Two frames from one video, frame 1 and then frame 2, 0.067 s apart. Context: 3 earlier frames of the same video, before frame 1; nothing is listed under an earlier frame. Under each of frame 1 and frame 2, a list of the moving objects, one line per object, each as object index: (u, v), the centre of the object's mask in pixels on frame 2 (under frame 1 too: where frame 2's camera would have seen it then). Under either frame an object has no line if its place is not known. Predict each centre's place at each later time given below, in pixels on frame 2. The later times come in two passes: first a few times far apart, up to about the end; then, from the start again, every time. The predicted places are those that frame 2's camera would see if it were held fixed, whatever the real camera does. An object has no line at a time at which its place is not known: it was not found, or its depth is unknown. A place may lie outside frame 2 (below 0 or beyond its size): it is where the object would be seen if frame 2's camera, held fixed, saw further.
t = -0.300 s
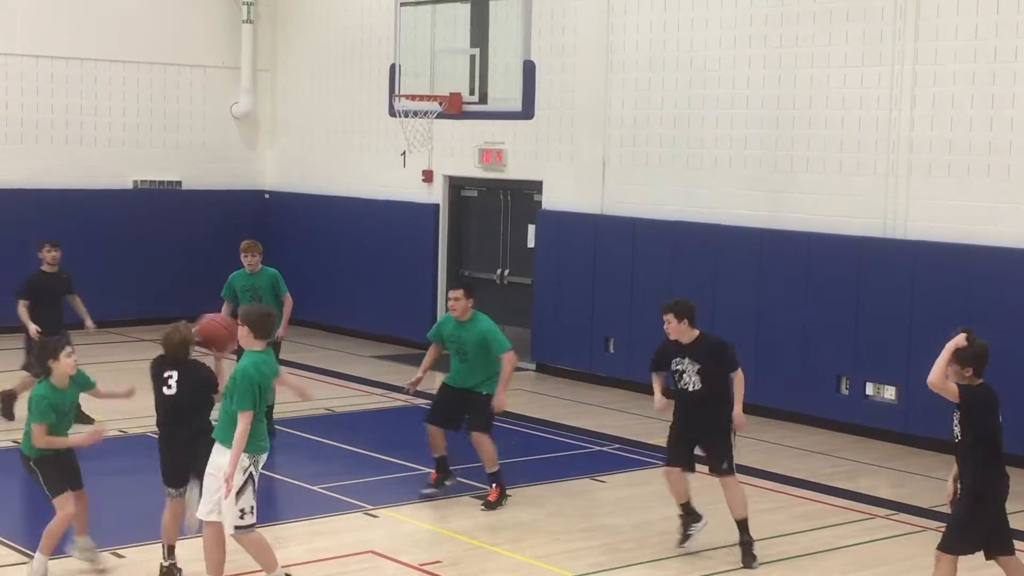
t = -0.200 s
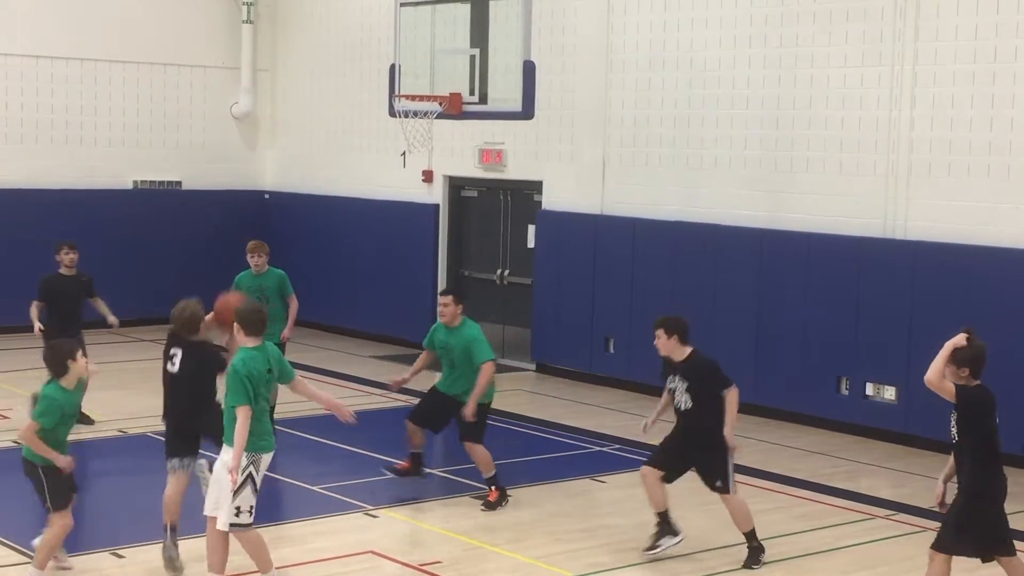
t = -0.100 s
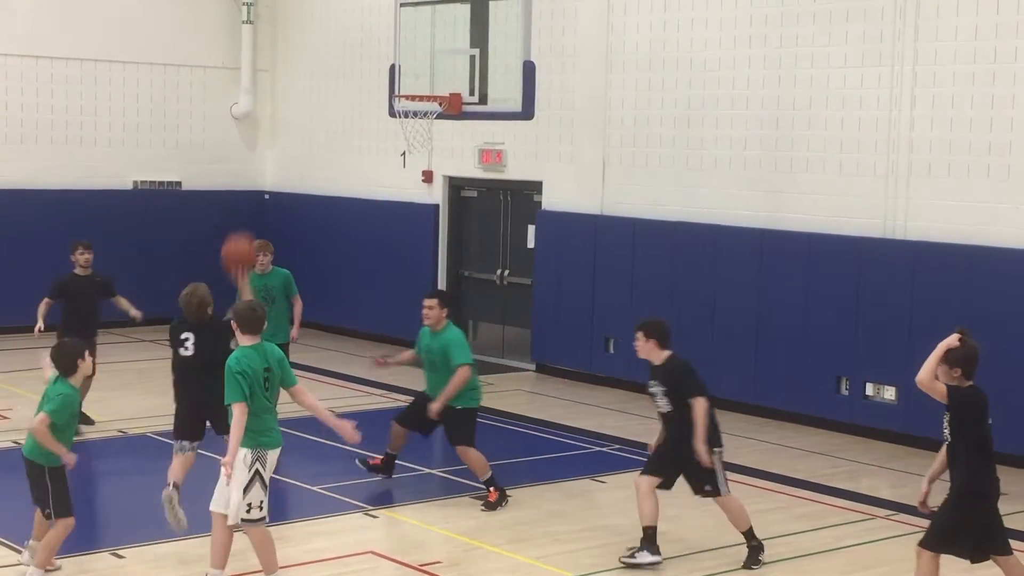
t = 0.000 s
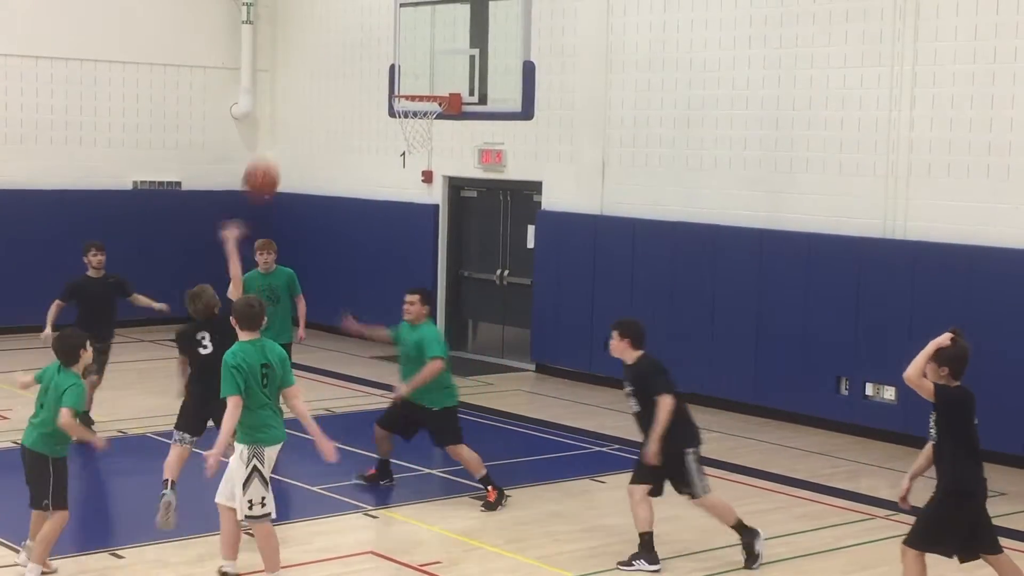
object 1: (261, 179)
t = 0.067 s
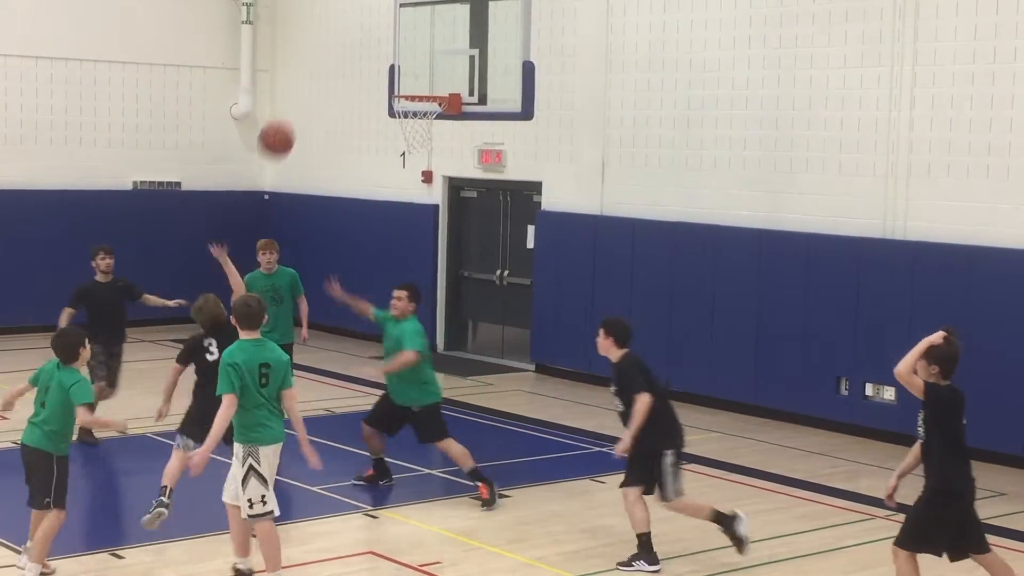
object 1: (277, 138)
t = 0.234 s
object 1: (312, 73)
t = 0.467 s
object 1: (354, 52)
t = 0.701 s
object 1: (387, 96)
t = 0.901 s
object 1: (405, 172)
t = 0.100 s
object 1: (284, 121)
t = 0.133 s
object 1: (291, 106)
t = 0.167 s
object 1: (298, 93)
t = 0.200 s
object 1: (305, 82)
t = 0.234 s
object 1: (312, 73)
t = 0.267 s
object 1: (319, 65)
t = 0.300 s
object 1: (325, 59)
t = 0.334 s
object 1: (331, 54)
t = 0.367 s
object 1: (337, 51)
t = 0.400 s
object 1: (343, 50)
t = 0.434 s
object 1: (349, 50)
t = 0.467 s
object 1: (354, 52)
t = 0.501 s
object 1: (359, 54)
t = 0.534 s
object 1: (364, 58)
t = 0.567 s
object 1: (370, 63)
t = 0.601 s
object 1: (374, 70)
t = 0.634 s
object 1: (378, 77)
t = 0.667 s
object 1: (383, 86)
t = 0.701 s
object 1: (387, 96)
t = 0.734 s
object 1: (392, 107)
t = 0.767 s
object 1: (396, 119)
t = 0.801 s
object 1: (397, 131)
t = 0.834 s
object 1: (400, 143)
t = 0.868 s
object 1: (403, 157)
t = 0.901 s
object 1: (405, 172)
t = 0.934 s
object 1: (407, 187)
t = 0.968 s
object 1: (410, 204)
